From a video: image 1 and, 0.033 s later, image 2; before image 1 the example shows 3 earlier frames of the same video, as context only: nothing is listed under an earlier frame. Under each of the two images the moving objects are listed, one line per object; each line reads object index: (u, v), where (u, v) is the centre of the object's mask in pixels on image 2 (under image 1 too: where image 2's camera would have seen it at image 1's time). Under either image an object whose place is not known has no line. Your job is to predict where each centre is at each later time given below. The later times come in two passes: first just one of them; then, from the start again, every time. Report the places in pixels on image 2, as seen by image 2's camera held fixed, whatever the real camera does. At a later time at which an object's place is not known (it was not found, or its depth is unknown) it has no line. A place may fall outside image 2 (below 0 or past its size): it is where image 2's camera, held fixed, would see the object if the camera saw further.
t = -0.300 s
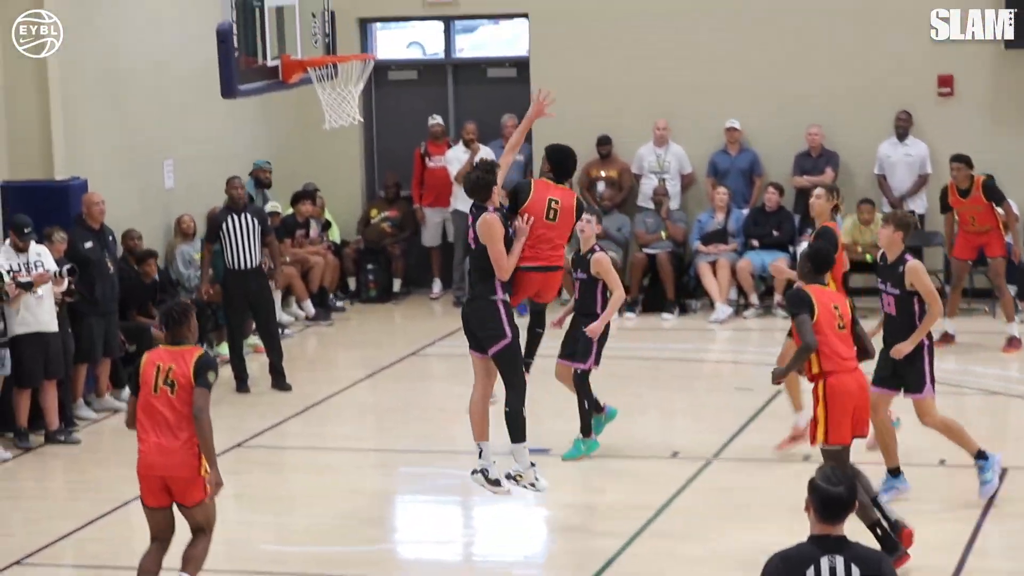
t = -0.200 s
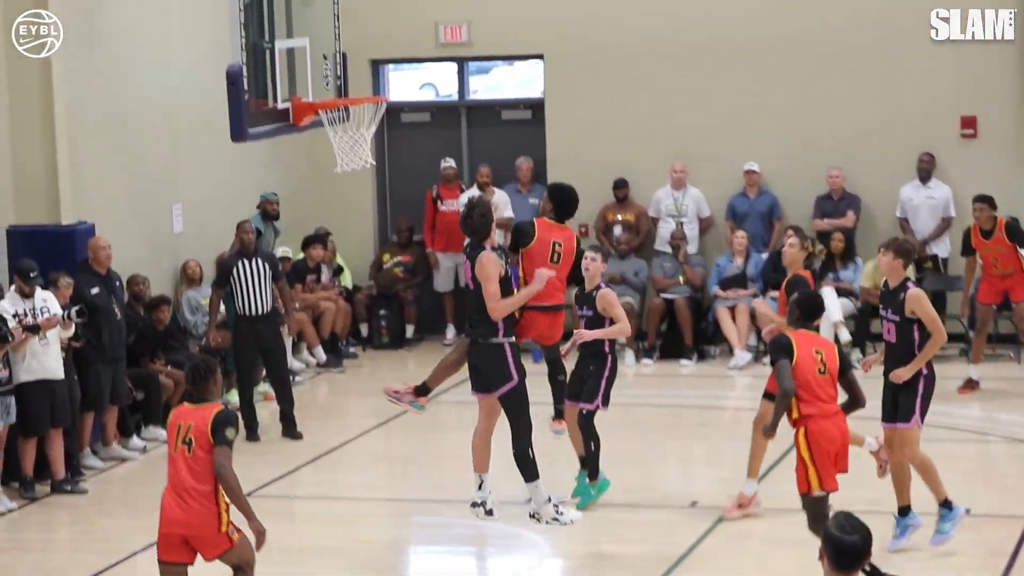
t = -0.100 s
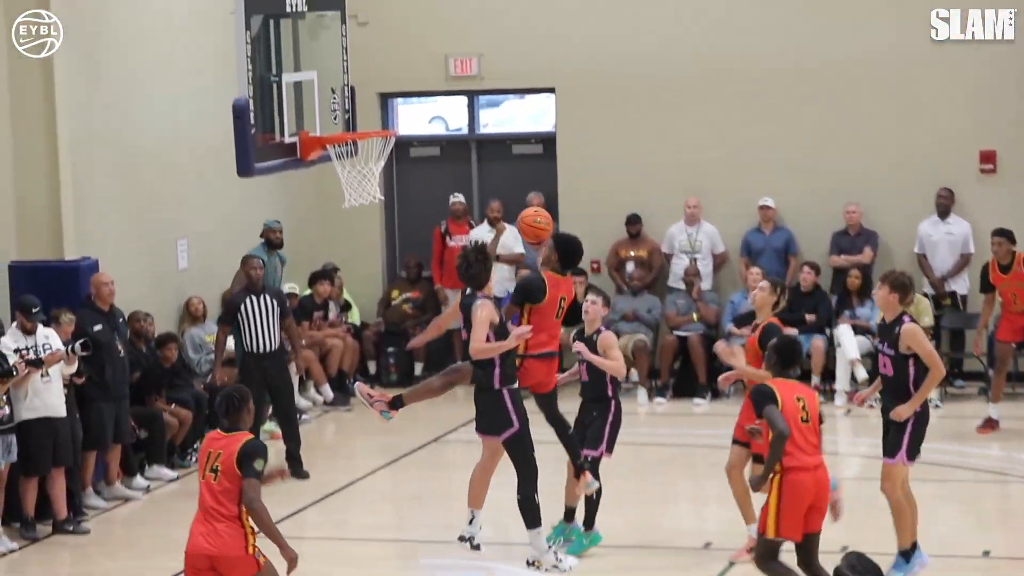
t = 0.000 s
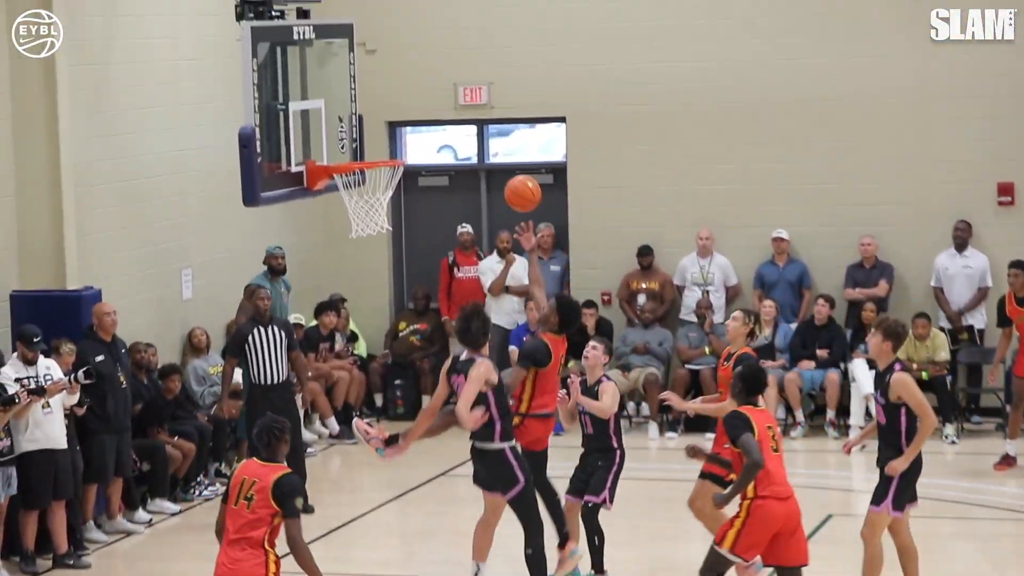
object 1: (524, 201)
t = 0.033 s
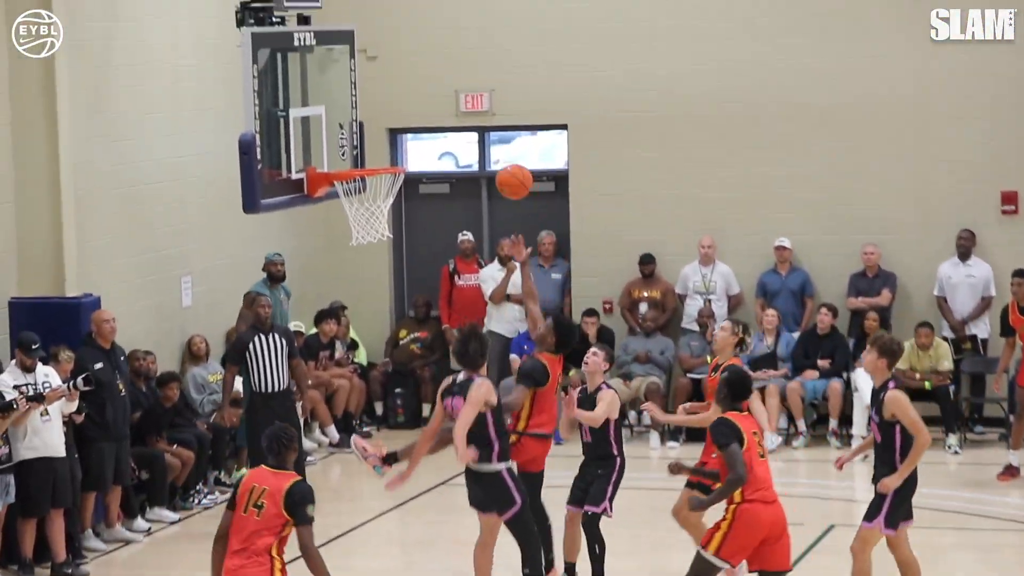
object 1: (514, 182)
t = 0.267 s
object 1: (445, 82)
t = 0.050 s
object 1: (509, 172)
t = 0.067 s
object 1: (504, 163)
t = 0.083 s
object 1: (498, 153)
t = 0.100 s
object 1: (494, 144)
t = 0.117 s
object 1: (489, 137)
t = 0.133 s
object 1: (484, 129)
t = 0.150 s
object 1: (480, 122)
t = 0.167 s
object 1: (474, 115)
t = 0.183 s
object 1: (469, 109)
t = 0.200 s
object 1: (465, 102)
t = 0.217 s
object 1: (460, 97)
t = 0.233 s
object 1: (455, 92)
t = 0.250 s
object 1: (450, 87)
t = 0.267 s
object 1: (445, 82)
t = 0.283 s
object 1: (440, 79)
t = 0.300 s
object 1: (435, 76)
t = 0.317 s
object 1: (431, 73)
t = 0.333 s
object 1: (426, 70)
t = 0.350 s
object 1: (421, 68)
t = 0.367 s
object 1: (416, 66)
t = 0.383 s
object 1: (411, 64)
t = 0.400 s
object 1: (406, 63)
